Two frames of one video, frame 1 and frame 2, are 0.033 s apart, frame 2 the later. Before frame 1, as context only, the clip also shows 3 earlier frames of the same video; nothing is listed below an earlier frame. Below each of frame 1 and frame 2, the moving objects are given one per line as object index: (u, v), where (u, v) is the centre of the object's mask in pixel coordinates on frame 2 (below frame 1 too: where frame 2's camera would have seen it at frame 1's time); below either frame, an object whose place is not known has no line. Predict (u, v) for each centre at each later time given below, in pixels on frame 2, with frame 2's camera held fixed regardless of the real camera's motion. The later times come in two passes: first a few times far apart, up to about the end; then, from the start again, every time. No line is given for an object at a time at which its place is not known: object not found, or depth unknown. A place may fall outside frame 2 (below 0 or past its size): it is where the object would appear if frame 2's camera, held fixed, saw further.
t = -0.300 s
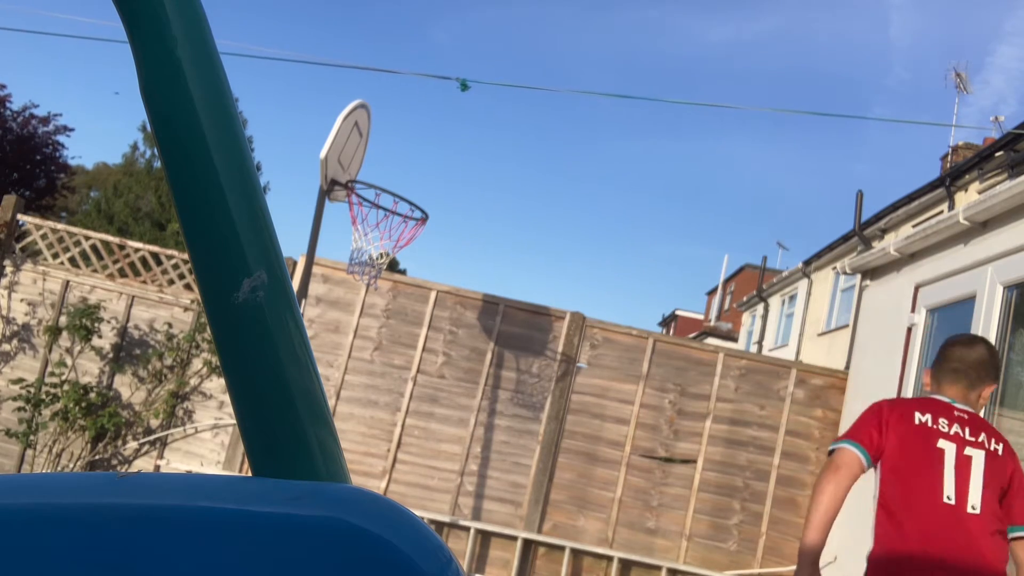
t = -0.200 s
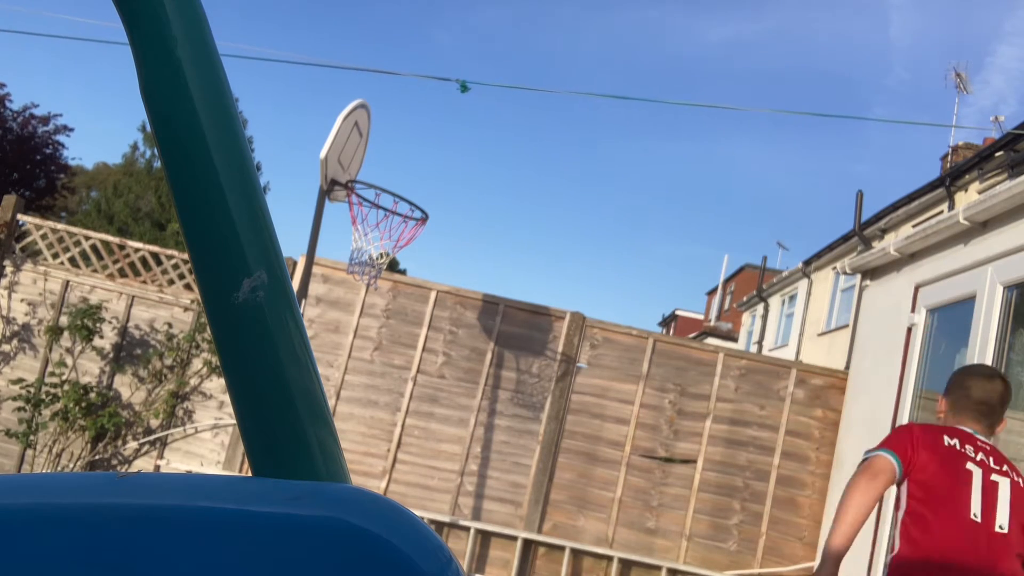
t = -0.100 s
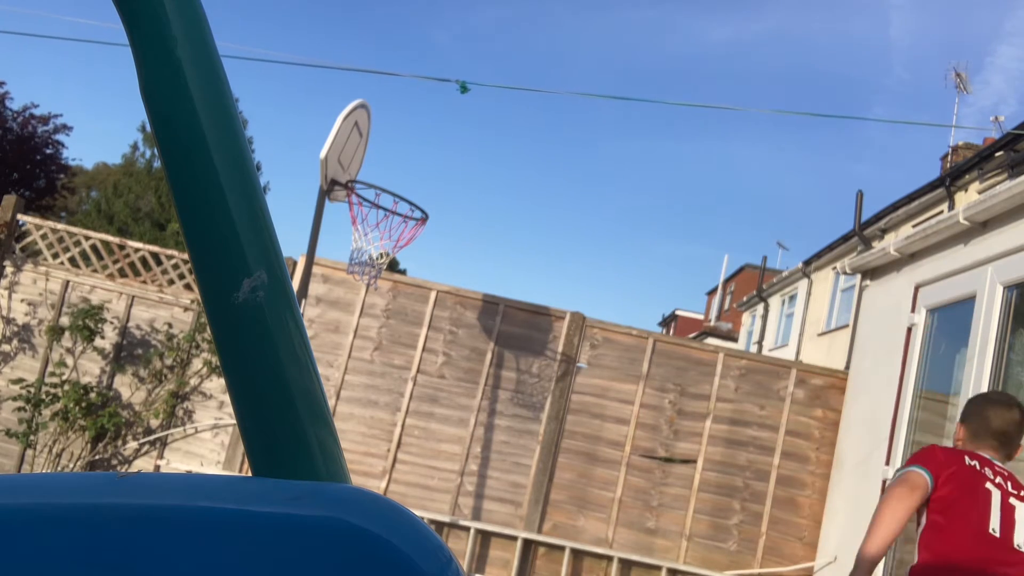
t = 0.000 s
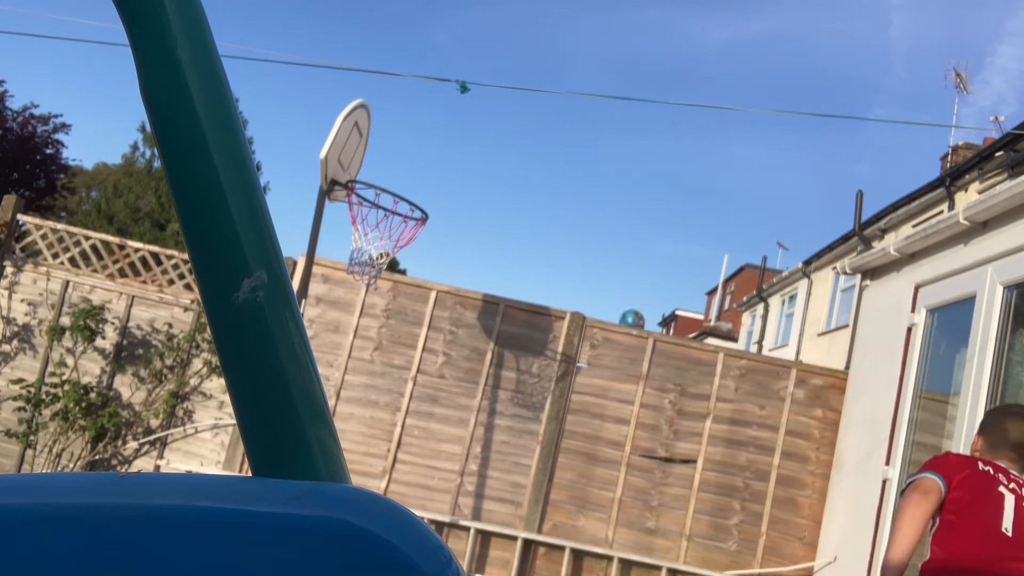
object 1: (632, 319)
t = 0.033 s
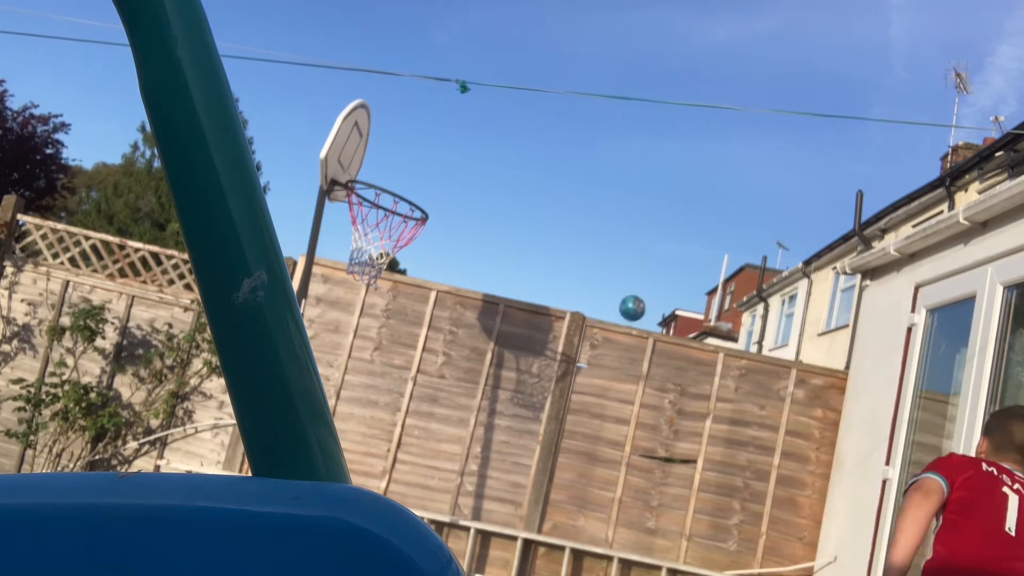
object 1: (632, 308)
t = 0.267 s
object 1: (626, 250)
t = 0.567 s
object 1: (594, 292)
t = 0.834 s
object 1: (542, 446)
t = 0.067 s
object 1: (632, 295)
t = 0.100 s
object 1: (632, 284)
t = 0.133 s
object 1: (632, 274)
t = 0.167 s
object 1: (631, 266)
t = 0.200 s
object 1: (629, 259)
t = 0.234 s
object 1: (628, 254)
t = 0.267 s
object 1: (626, 250)
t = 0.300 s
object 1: (623, 248)
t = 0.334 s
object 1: (621, 248)
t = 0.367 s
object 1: (618, 250)
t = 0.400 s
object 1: (615, 253)
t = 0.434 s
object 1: (611, 257)
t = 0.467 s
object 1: (607, 263)
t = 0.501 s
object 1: (603, 271)
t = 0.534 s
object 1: (599, 281)
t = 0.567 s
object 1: (594, 292)
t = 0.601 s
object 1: (589, 305)
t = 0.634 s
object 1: (583, 320)
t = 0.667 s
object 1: (577, 337)
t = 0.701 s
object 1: (571, 355)
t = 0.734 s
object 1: (565, 375)
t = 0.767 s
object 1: (558, 396)
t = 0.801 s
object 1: (550, 420)
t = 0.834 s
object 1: (542, 446)
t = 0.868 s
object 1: (536, 473)
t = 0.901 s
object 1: (527, 502)
